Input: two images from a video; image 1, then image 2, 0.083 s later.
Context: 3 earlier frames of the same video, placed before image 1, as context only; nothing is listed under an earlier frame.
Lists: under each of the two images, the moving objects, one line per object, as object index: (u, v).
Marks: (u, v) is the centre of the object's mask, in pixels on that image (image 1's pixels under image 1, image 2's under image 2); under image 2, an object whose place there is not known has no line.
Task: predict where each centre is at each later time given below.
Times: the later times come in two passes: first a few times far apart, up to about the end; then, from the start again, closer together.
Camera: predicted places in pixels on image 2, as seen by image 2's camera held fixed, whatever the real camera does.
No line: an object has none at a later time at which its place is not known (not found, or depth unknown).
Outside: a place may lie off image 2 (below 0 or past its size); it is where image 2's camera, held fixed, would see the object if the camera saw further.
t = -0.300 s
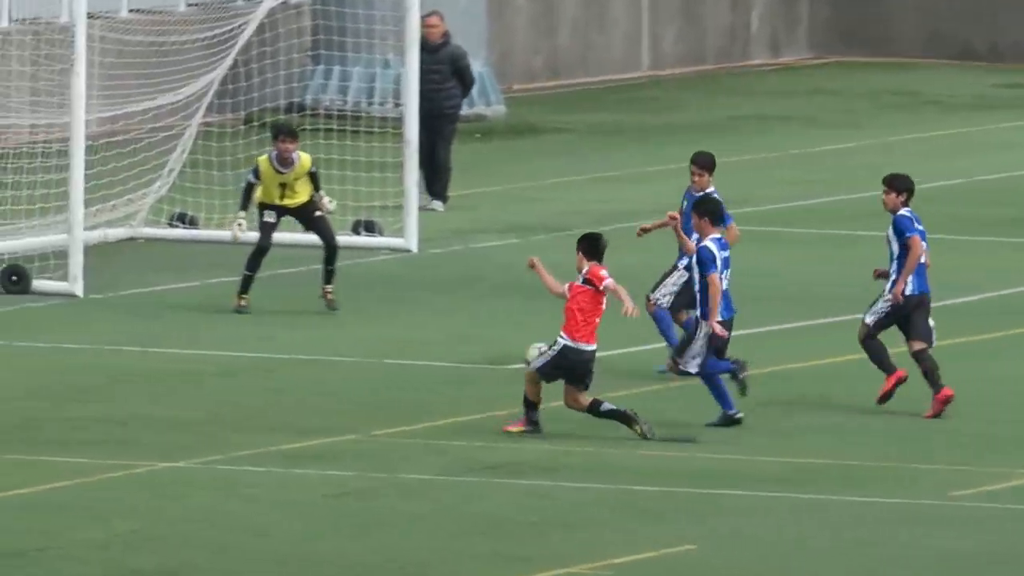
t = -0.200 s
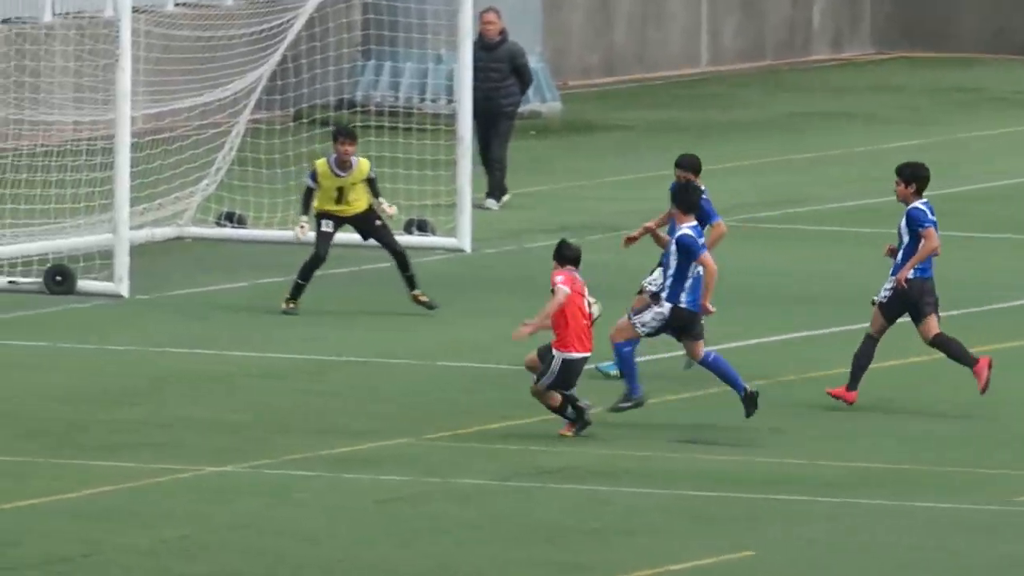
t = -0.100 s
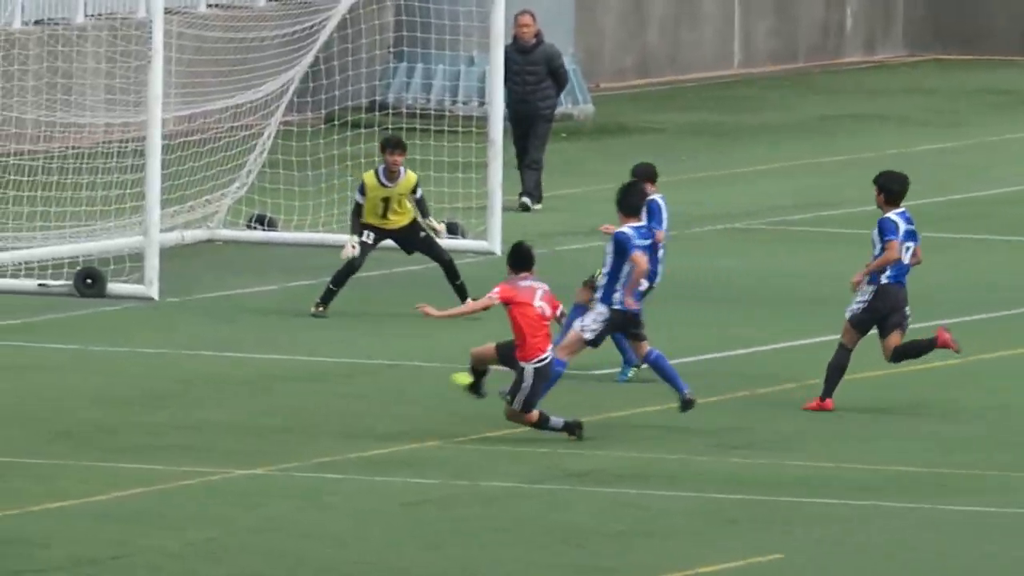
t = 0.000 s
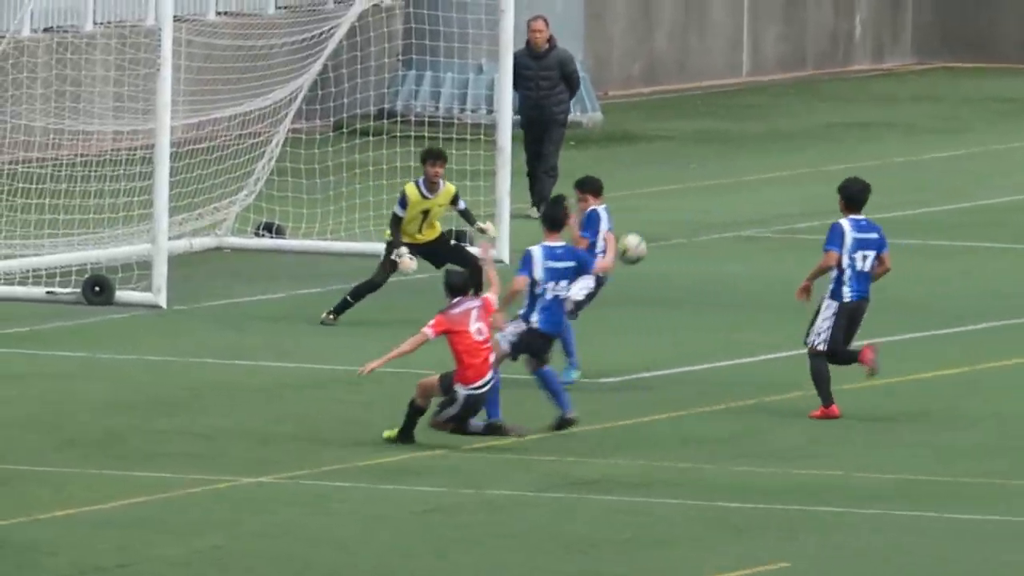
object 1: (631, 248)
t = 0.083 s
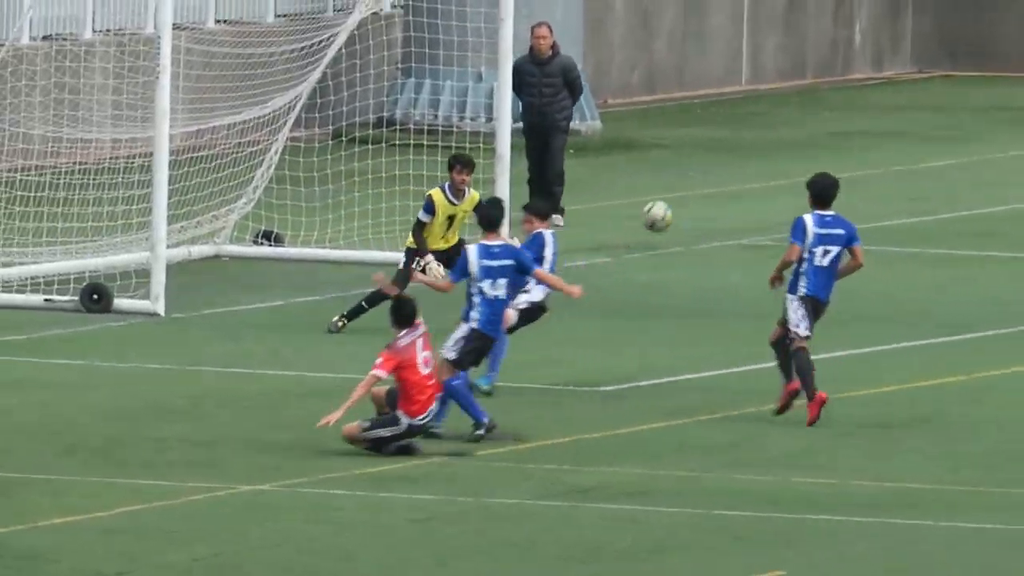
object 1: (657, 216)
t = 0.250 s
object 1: (707, 164)
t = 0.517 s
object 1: (782, 162)
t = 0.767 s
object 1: (845, 251)
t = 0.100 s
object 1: (663, 209)
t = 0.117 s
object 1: (669, 202)
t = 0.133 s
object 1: (673, 196)
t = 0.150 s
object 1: (677, 191)
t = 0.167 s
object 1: (681, 185)
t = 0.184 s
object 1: (687, 180)
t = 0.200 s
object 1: (693, 175)
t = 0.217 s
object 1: (698, 171)
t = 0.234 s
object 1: (703, 167)
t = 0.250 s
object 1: (707, 164)
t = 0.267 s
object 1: (712, 161)
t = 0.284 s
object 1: (716, 159)
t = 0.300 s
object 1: (722, 156)
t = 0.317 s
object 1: (727, 154)
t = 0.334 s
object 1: (732, 152)
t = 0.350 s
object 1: (736, 151)
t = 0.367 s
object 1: (741, 151)
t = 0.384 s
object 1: (745, 151)
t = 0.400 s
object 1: (750, 151)
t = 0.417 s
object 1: (755, 151)
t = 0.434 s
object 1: (759, 152)
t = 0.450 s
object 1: (764, 153)
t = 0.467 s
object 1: (768, 155)
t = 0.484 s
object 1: (773, 157)
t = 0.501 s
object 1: (778, 160)
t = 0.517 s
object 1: (782, 162)
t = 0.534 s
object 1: (786, 165)
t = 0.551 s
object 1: (791, 169)
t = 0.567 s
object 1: (795, 173)
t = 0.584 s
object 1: (800, 178)
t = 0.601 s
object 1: (804, 183)
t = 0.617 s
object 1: (806, 187)
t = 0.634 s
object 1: (811, 193)
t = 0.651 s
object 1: (816, 199)
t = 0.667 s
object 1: (821, 205)
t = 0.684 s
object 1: (825, 212)
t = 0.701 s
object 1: (829, 220)
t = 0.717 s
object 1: (833, 227)
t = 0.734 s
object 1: (837, 235)
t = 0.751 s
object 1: (842, 243)
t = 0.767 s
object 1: (845, 251)
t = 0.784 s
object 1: (849, 261)
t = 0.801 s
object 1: (854, 270)
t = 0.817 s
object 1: (858, 280)
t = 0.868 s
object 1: (870, 312)
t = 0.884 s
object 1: (874, 322)
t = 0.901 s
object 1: (878, 334)
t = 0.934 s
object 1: (886, 360)
